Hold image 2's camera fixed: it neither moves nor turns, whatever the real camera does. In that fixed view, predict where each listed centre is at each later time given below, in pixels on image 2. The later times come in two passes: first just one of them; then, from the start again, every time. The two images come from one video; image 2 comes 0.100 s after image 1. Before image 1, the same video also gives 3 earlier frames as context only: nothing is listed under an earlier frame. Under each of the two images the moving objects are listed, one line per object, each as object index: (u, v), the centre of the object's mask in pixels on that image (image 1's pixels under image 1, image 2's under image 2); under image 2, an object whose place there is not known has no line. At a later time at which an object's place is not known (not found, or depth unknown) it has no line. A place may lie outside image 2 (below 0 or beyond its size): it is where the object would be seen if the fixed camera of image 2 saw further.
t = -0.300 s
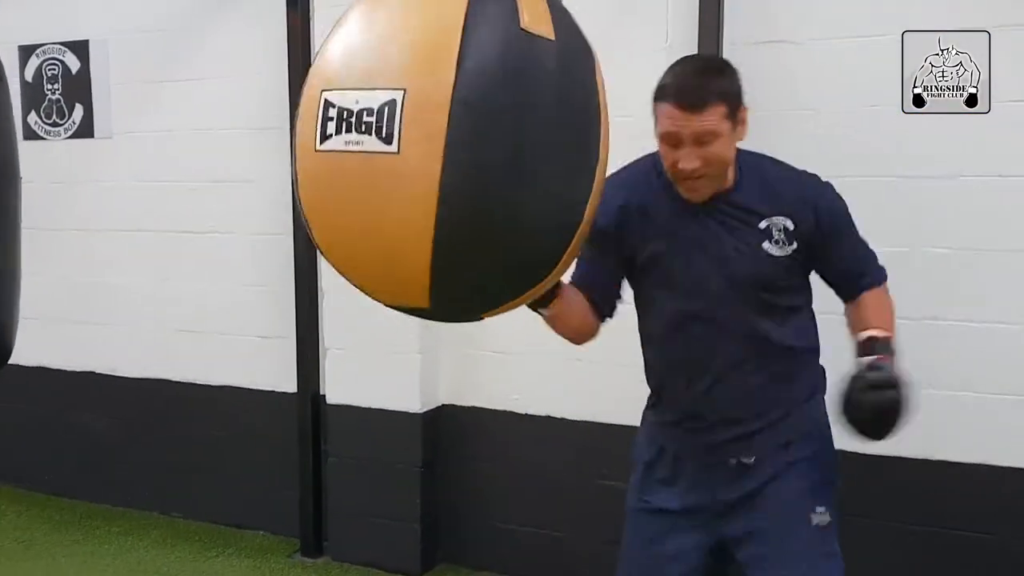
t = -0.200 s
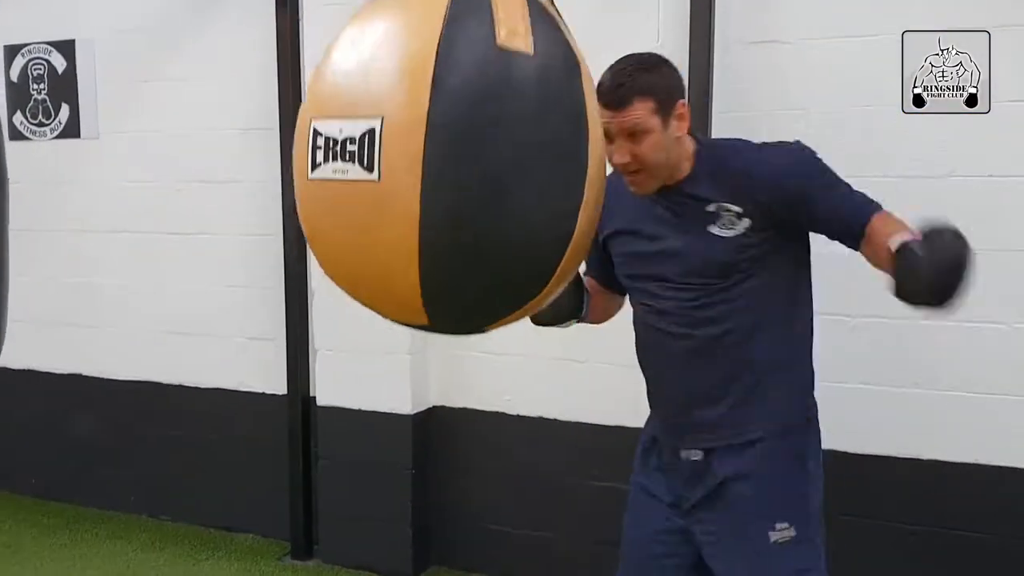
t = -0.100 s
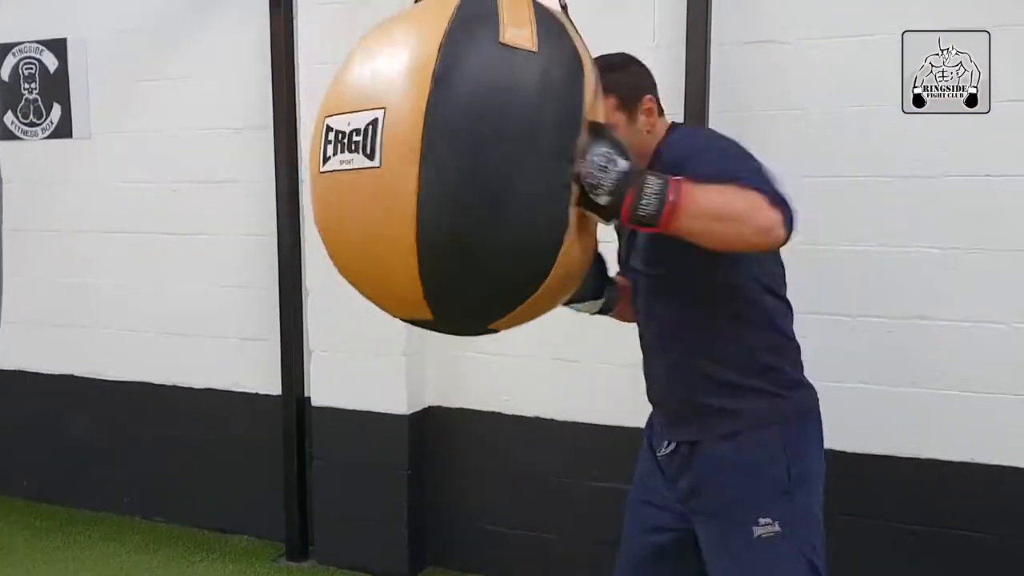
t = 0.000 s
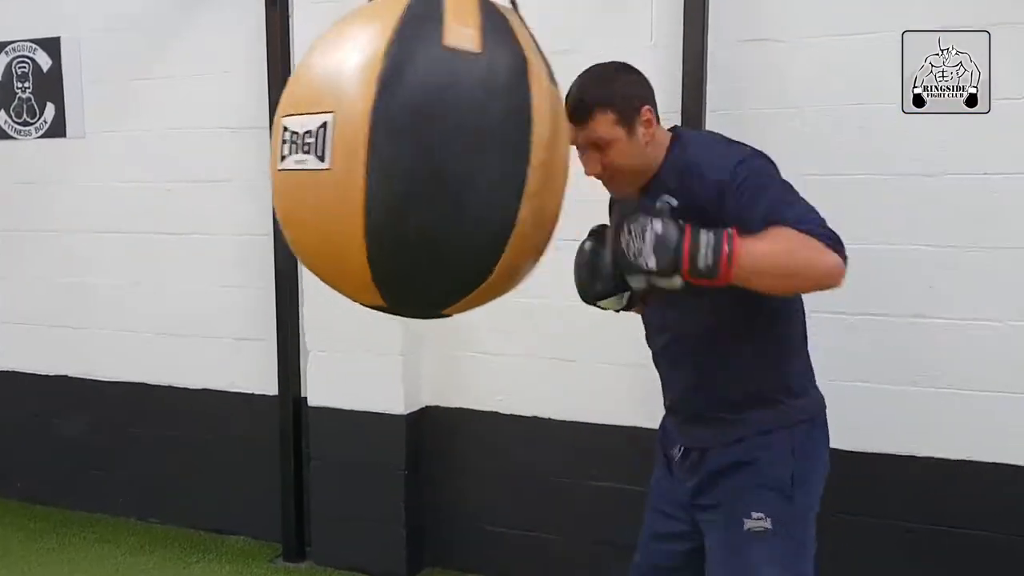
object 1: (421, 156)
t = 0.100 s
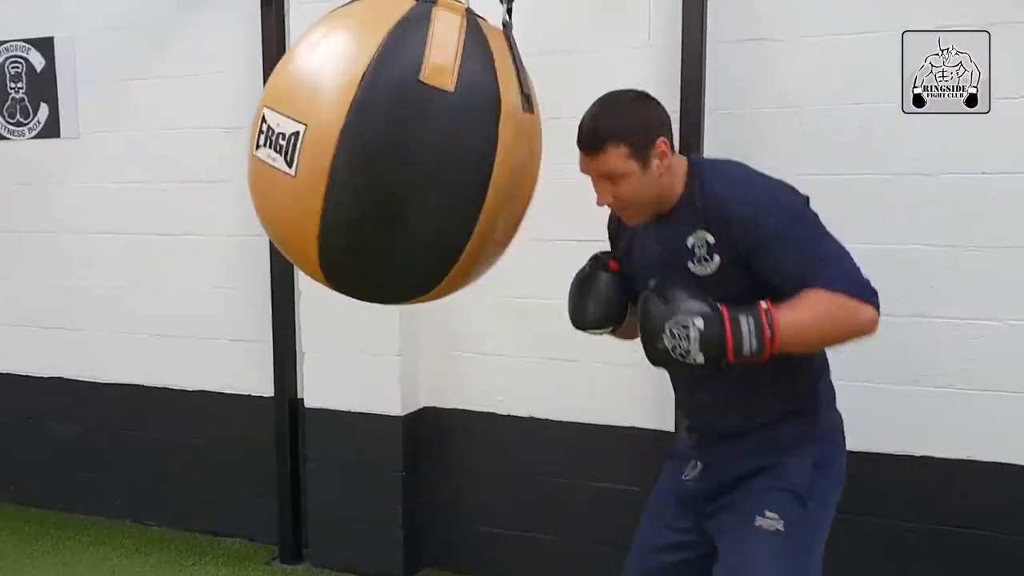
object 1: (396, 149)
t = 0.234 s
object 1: (384, 134)
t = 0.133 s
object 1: (393, 144)
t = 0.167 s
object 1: (388, 139)
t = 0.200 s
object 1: (387, 136)
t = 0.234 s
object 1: (384, 134)
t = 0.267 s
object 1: (382, 133)
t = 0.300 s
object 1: (381, 131)
